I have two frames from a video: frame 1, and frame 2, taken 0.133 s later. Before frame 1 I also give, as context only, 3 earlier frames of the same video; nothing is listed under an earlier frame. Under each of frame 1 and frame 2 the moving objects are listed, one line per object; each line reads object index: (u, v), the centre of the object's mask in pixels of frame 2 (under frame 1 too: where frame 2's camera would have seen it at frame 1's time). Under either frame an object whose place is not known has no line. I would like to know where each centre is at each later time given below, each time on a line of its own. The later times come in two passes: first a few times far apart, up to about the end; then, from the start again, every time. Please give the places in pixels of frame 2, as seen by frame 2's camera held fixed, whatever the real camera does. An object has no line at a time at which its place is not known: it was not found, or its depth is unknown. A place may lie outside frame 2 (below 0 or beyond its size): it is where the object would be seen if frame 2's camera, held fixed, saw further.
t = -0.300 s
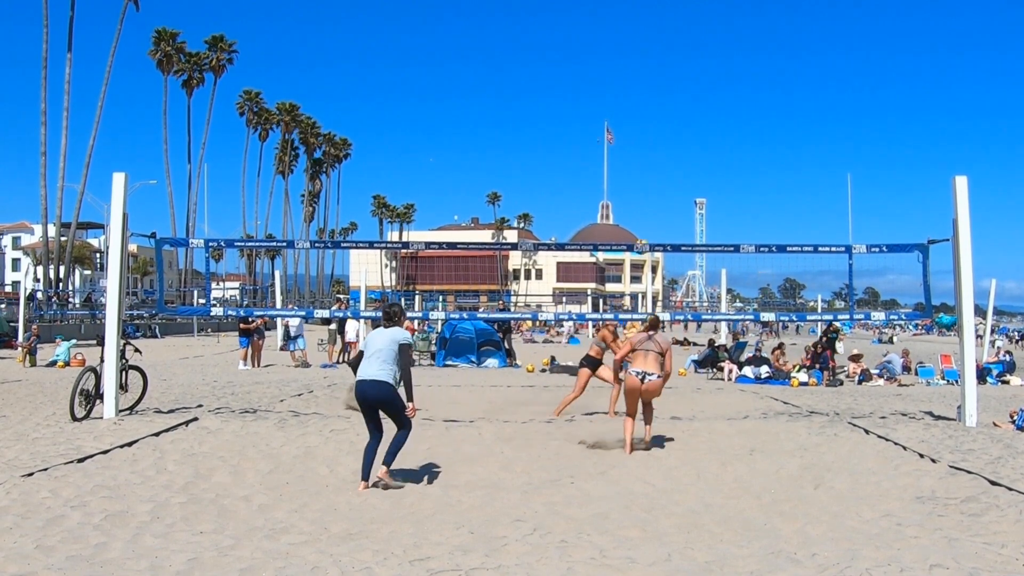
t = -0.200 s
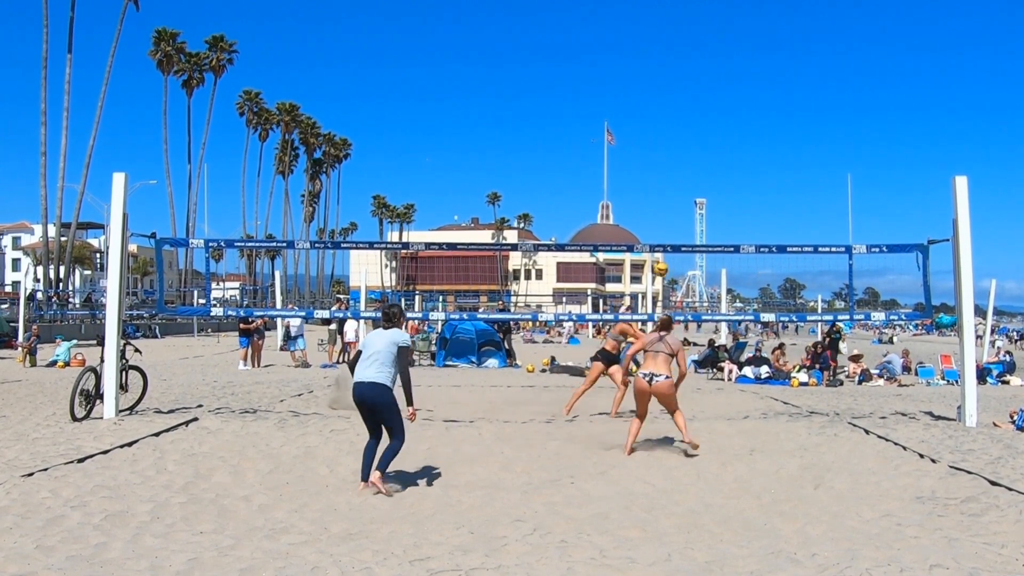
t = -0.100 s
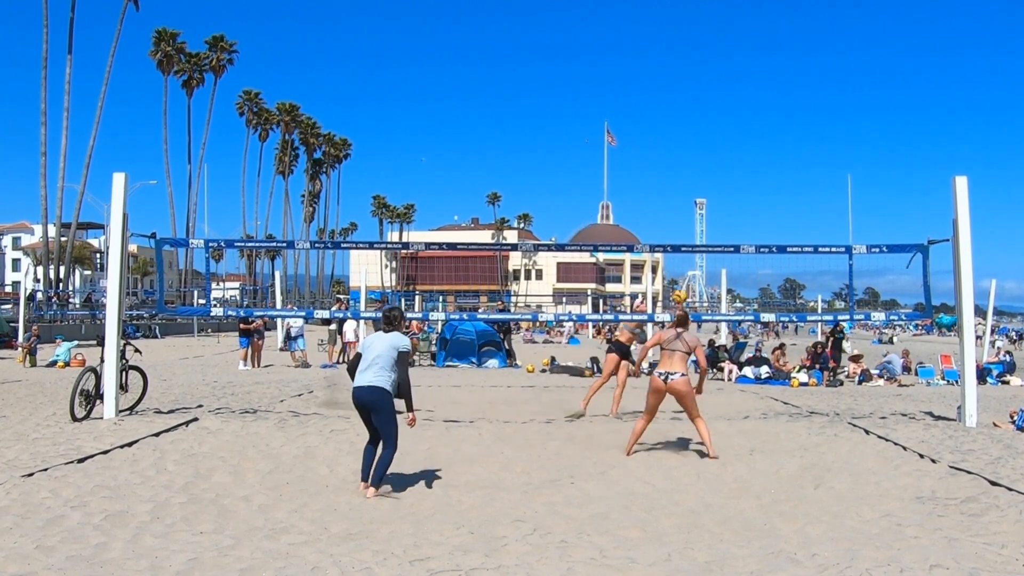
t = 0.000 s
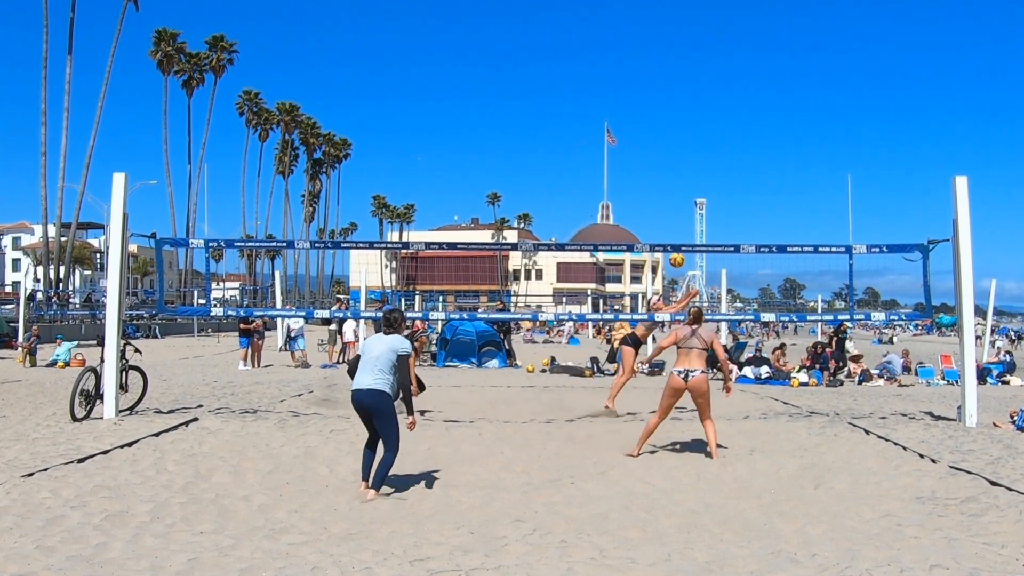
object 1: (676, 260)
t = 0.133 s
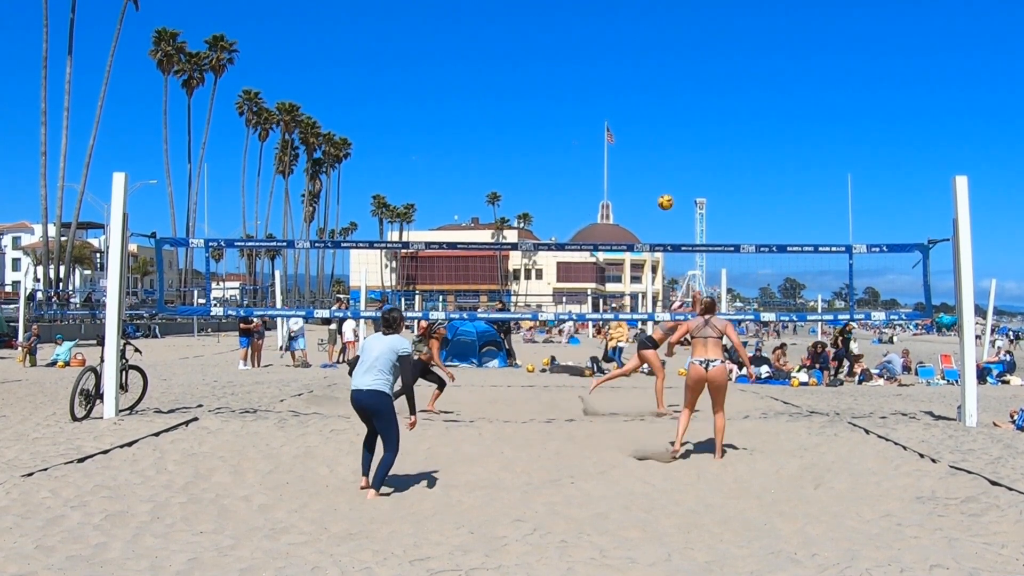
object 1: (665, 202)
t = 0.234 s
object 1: (657, 168)
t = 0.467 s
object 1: (635, 116)
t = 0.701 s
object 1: (610, 103)
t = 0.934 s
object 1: (585, 127)
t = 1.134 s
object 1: (564, 174)
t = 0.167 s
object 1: (663, 190)
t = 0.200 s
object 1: (660, 178)
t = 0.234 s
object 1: (657, 168)
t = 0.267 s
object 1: (654, 158)
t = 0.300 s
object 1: (651, 149)
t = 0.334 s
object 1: (648, 141)
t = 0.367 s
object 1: (645, 133)
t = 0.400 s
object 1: (642, 127)
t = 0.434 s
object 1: (638, 121)
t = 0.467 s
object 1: (635, 116)
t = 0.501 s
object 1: (632, 112)
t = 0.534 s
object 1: (628, 108)
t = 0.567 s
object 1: (625, 106)
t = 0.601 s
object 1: (621, 104)
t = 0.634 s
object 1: (618, 103)
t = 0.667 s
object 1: (614, 102)
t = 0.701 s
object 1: (610, 103)
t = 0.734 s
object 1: (607, 104)
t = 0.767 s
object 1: (603, 106)
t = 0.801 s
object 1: (599, 109)
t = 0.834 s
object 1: (596, 112)
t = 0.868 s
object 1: (592, 116)
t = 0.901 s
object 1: (589, 121)
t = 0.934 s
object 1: (585, 127)
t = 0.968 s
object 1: (581, 133)
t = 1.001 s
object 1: (578, 139)
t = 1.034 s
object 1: (574, 147)
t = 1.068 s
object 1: (571, 156)
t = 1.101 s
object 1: (568, 165)
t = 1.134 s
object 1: (564, 174)
